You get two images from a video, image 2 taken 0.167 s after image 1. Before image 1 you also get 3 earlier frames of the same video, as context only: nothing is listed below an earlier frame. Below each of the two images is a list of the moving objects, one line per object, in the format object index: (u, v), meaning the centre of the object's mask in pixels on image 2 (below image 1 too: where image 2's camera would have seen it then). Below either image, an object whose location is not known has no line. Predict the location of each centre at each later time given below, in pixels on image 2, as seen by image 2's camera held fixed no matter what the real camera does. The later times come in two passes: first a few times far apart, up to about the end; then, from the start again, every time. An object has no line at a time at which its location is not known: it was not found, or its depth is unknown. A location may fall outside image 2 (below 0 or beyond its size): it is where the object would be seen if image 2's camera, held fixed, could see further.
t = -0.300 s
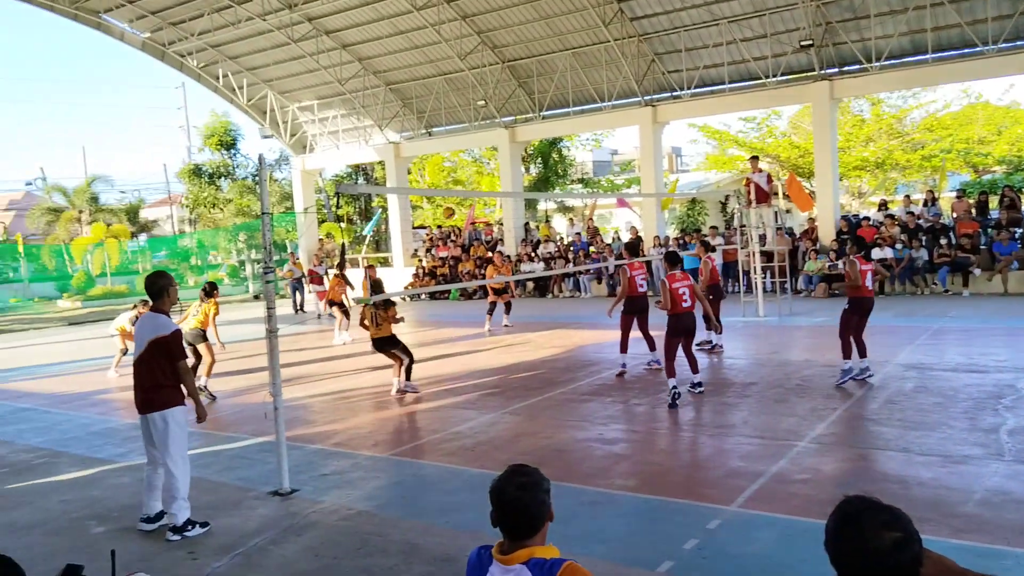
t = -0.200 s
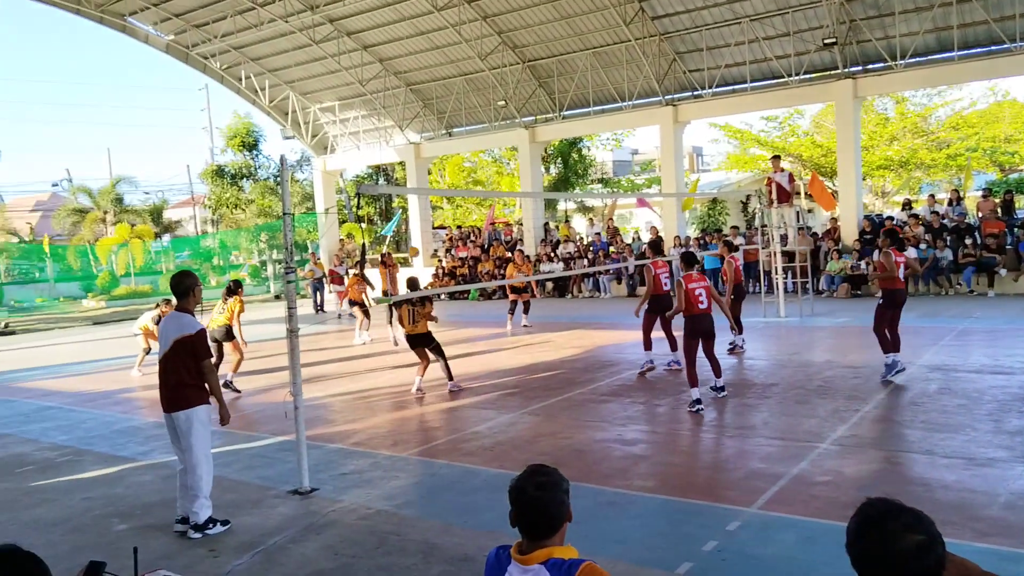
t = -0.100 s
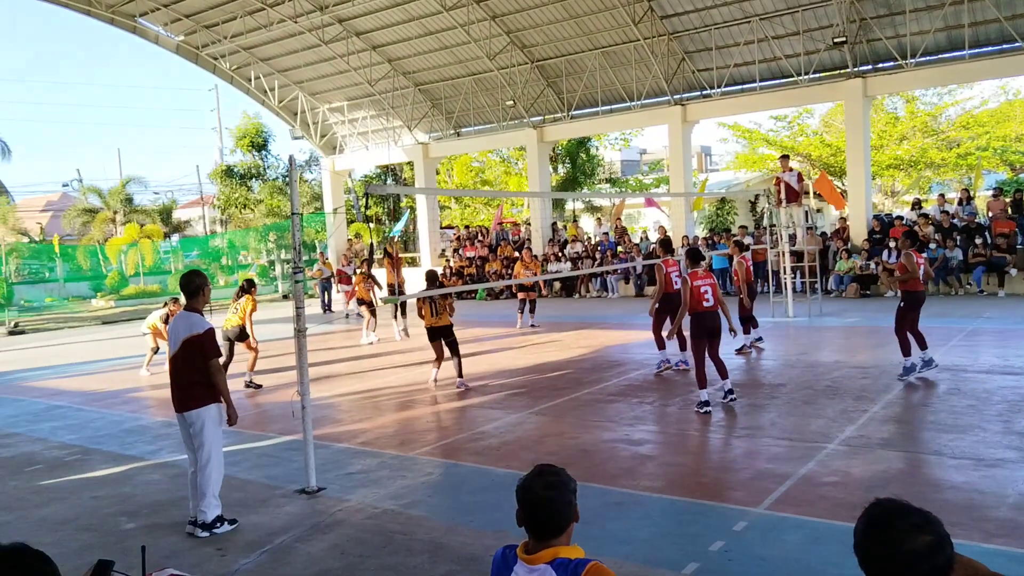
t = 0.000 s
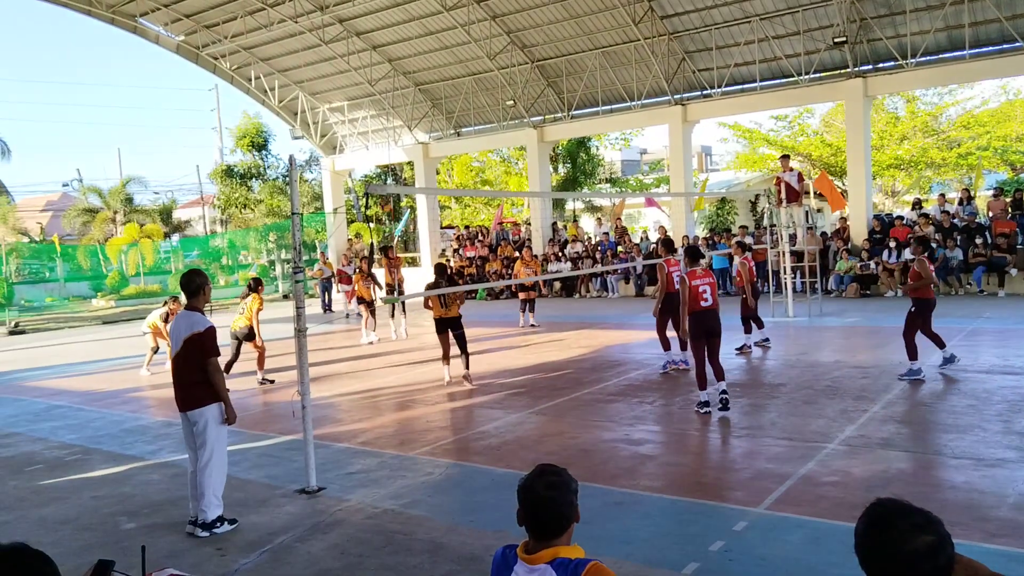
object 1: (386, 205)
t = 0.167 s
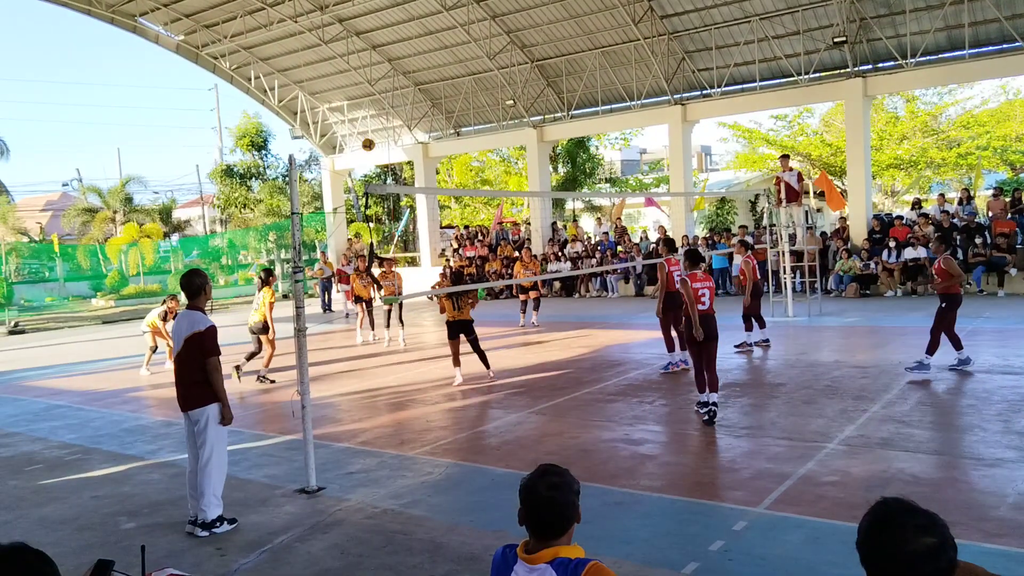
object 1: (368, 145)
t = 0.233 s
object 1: (362, 125)
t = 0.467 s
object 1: (339, 72)
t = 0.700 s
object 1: (315, 53)
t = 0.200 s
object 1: (365, 135)
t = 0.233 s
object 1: (362, 125)
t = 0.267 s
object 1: (359, 115)
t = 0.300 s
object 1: (355, 106)
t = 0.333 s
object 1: (352, 98)
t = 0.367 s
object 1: (349, 91)
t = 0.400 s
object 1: (345, 84)
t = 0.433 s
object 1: (342, 78)
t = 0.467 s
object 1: (339, 72)
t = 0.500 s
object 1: (336, 67)
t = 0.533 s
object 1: (332, 63)
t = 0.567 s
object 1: (329, 59)
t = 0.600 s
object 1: (326, 57)
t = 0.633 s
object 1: (322, 55)
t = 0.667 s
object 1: (319, 53)
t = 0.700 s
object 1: (315, 53)
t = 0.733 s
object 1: (312, 53)
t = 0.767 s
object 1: (309, 55)
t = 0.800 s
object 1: (305, 57)
